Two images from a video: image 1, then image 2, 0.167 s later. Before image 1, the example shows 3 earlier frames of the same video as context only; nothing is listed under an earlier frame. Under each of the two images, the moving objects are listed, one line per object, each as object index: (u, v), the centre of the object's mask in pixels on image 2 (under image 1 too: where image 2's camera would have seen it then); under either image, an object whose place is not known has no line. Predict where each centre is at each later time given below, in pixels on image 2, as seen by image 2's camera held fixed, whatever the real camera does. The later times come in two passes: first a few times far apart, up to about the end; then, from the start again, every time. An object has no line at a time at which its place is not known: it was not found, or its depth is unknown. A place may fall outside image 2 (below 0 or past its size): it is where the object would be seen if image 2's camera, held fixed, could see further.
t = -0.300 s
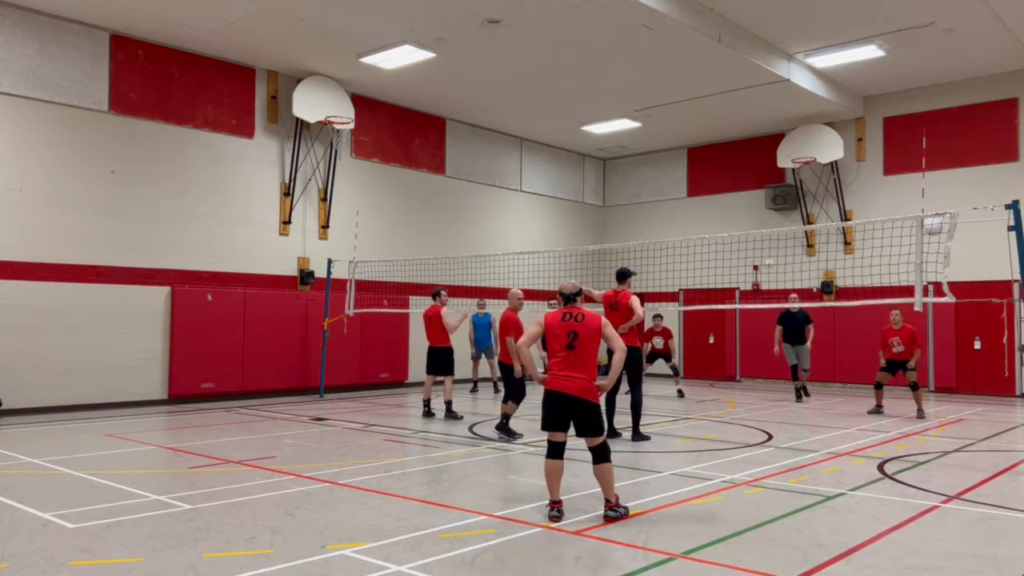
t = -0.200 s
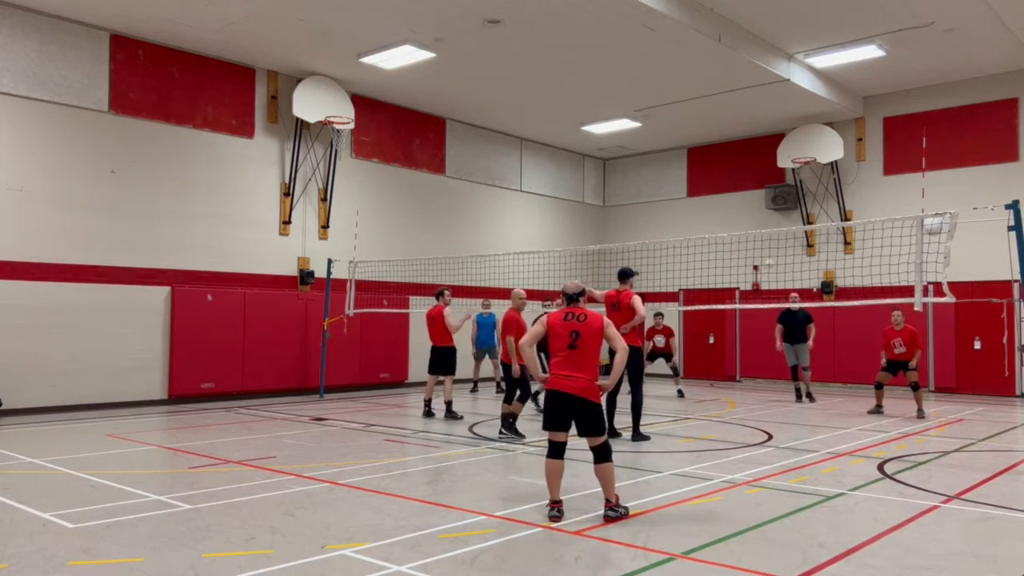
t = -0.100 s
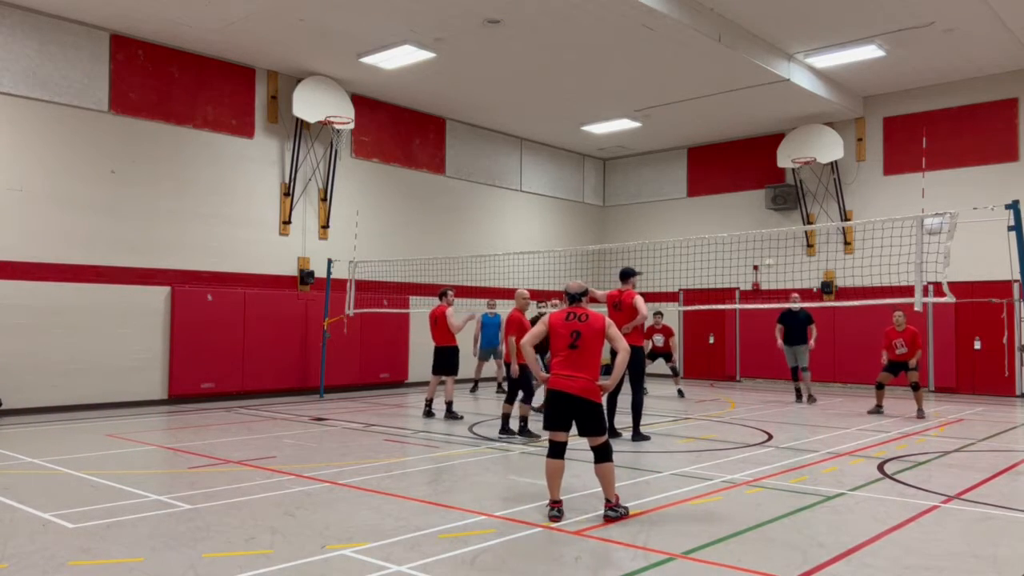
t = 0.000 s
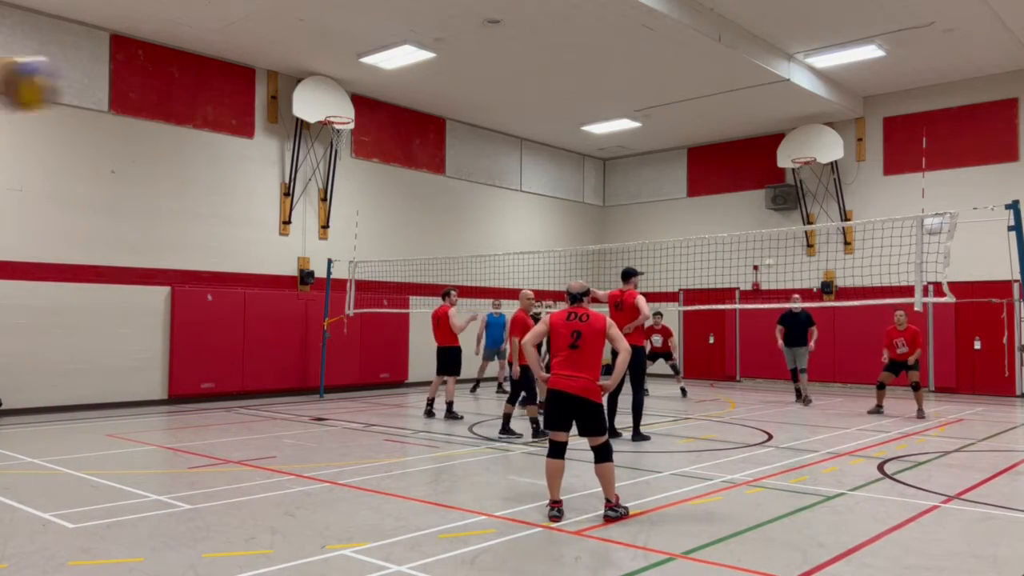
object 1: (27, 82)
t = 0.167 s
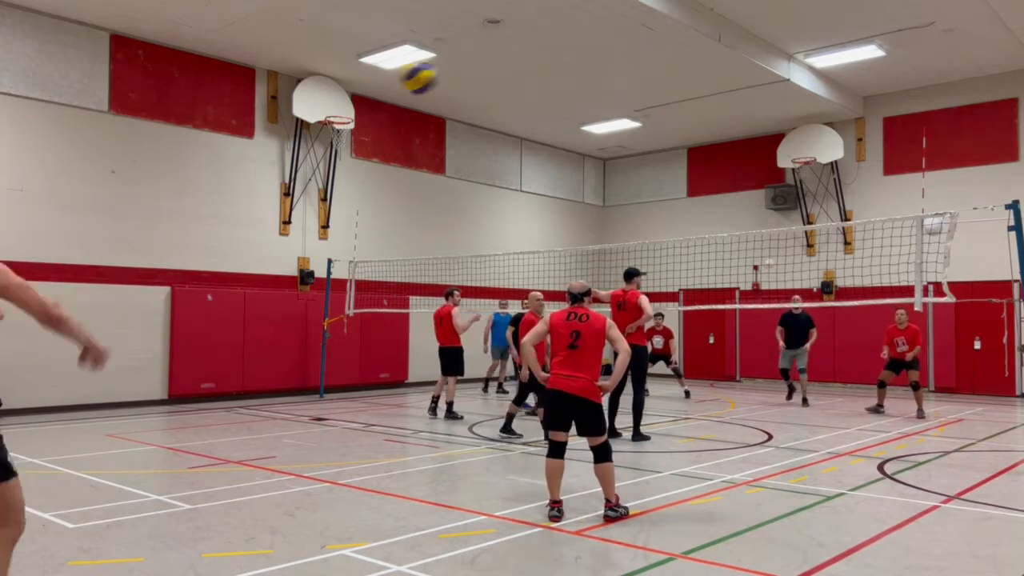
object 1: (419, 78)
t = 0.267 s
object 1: (534, 97)
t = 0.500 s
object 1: (686, 164)
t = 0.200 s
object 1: (462, 81)
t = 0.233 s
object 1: (500, 88)
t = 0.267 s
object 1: (534, 97)
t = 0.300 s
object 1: (563, 105)
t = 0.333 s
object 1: (589, 113)
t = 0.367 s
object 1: (612, 122)
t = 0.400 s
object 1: (634, 134)
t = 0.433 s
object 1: (652, 143)
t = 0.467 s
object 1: (670, 153)
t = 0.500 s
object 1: (686, 164)
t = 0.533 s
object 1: (700, 175)
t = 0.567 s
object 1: (713, 186)
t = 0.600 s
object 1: (725, 198)
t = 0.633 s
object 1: (737, 210)
